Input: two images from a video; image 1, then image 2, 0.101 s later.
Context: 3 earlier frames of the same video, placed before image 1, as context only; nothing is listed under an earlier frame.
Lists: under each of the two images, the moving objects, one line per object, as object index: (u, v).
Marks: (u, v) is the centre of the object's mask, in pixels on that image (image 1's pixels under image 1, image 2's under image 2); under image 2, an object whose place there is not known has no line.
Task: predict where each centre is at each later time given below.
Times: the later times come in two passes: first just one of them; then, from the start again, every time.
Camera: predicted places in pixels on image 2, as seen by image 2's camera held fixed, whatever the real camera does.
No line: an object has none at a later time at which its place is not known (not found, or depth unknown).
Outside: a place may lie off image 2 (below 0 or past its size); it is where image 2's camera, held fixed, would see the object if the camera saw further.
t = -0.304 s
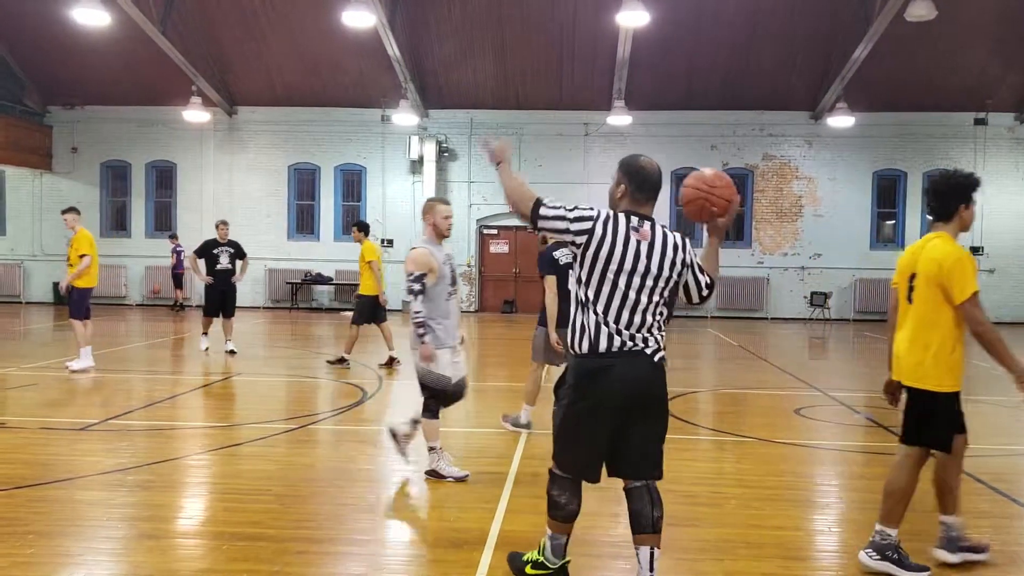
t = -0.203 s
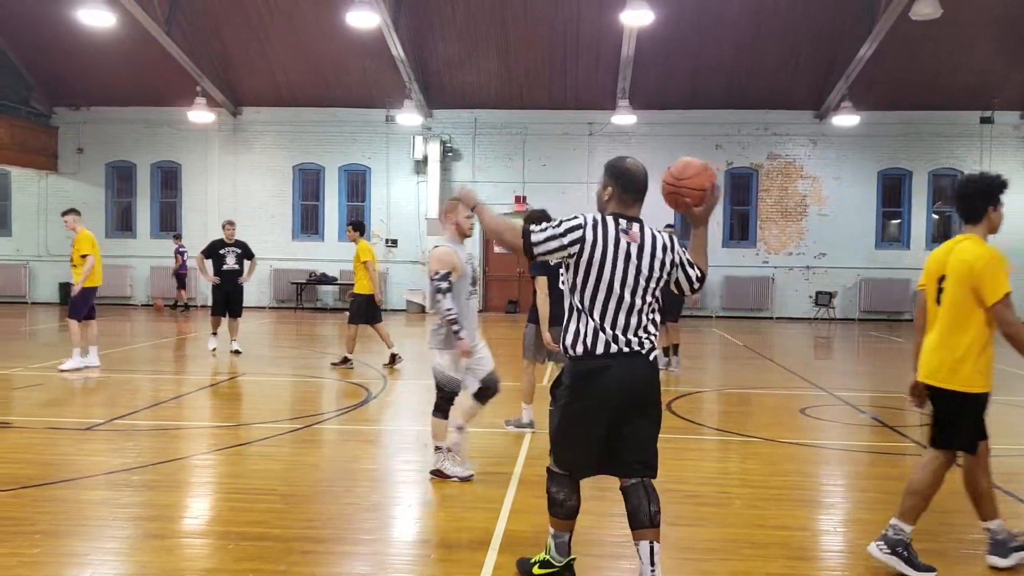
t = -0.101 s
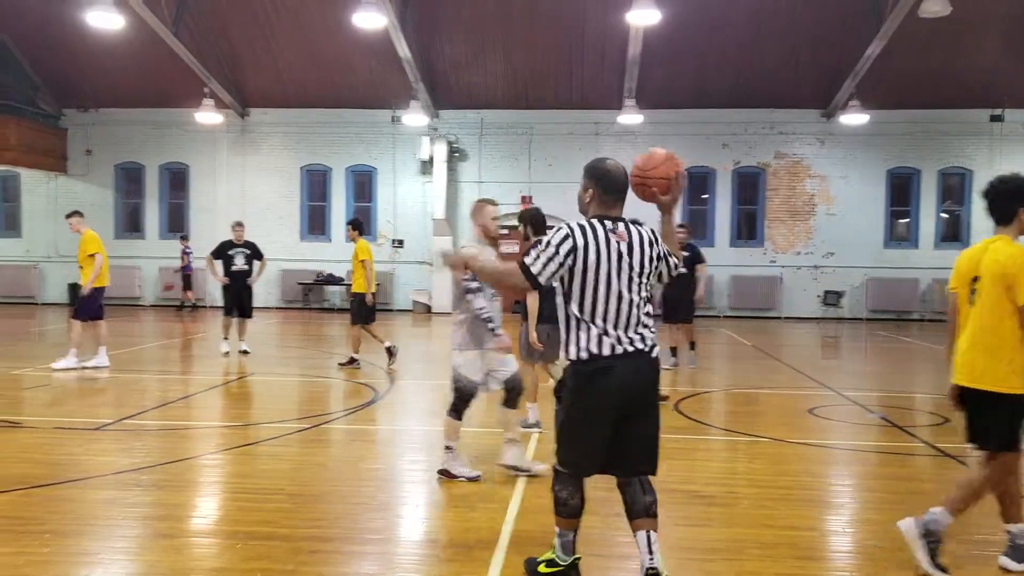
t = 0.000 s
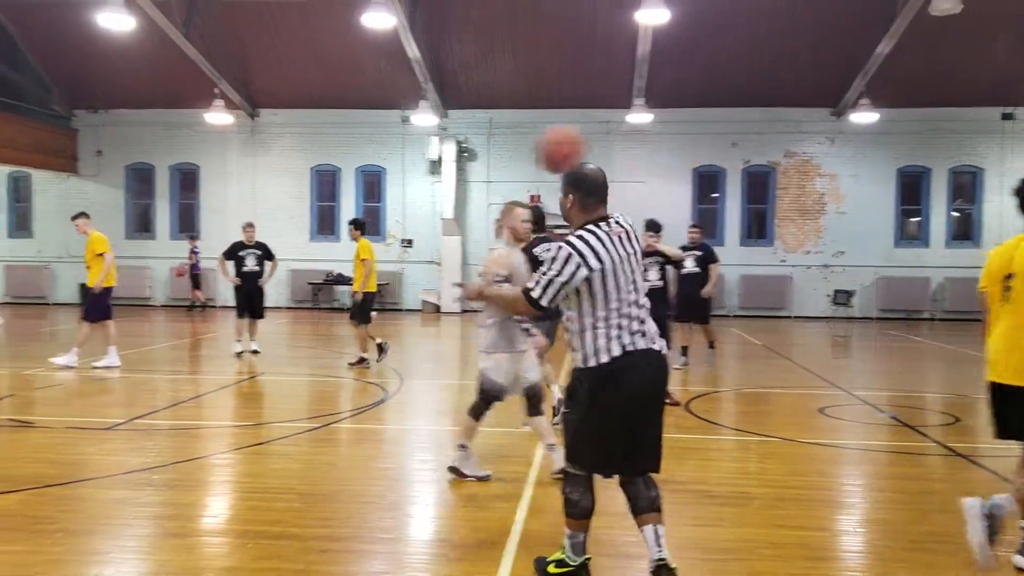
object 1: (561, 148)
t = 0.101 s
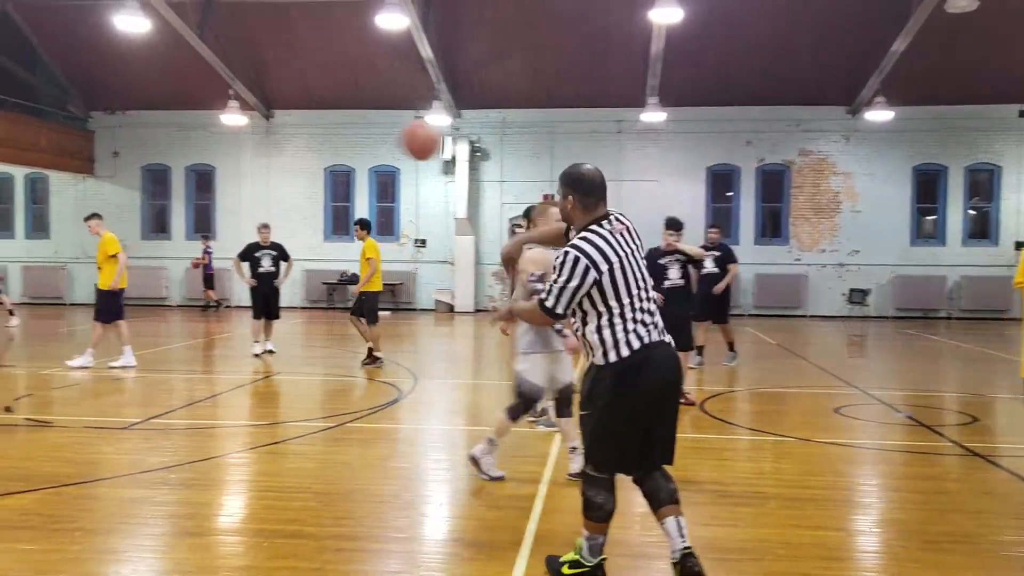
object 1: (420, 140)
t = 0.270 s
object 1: (245, 157)
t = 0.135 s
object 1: (380, 140)
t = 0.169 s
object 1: (343, 142)
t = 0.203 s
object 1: (308, 147)
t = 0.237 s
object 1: (275, 151)
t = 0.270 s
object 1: (245, 157)
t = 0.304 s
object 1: (217, 162)
